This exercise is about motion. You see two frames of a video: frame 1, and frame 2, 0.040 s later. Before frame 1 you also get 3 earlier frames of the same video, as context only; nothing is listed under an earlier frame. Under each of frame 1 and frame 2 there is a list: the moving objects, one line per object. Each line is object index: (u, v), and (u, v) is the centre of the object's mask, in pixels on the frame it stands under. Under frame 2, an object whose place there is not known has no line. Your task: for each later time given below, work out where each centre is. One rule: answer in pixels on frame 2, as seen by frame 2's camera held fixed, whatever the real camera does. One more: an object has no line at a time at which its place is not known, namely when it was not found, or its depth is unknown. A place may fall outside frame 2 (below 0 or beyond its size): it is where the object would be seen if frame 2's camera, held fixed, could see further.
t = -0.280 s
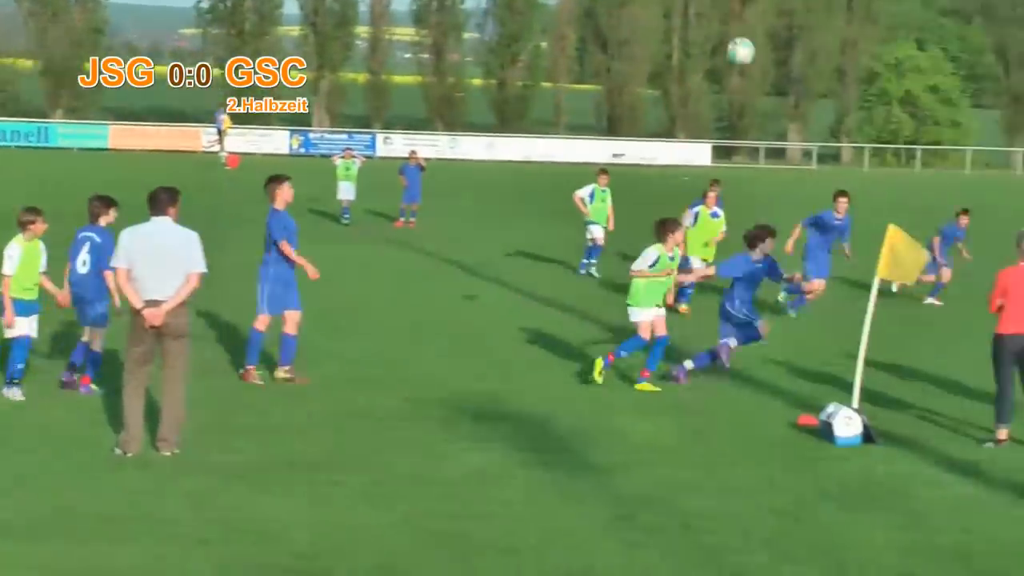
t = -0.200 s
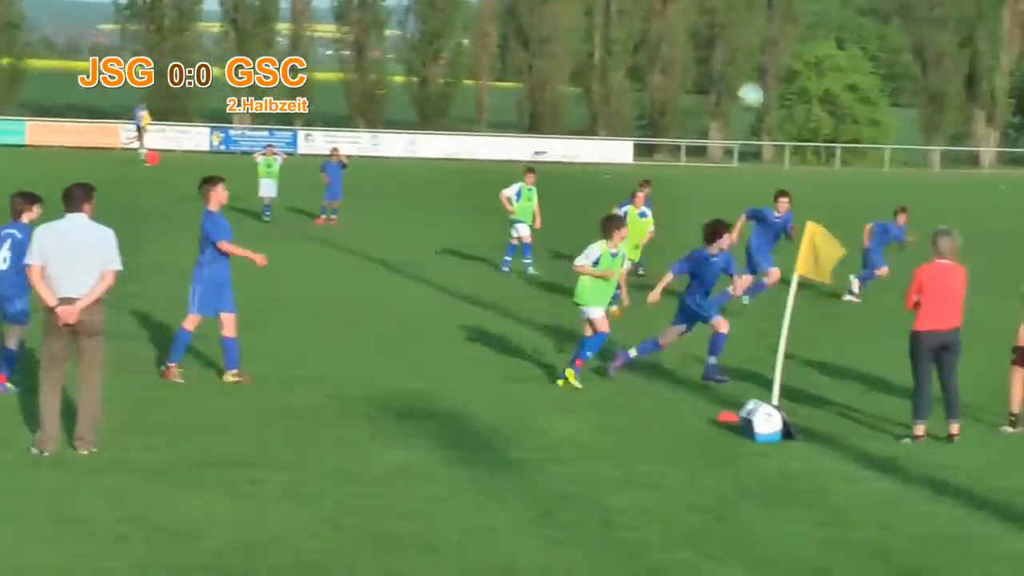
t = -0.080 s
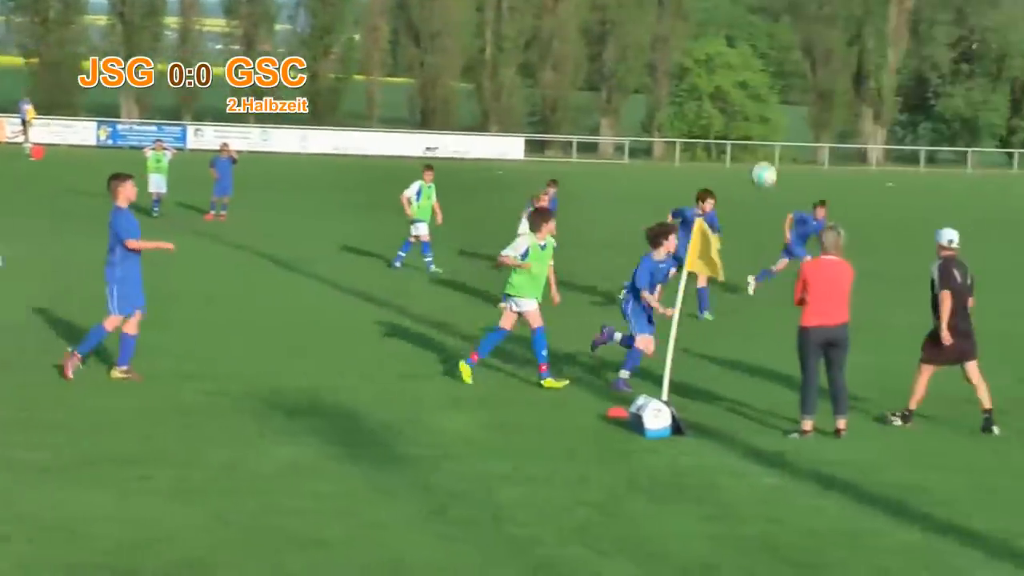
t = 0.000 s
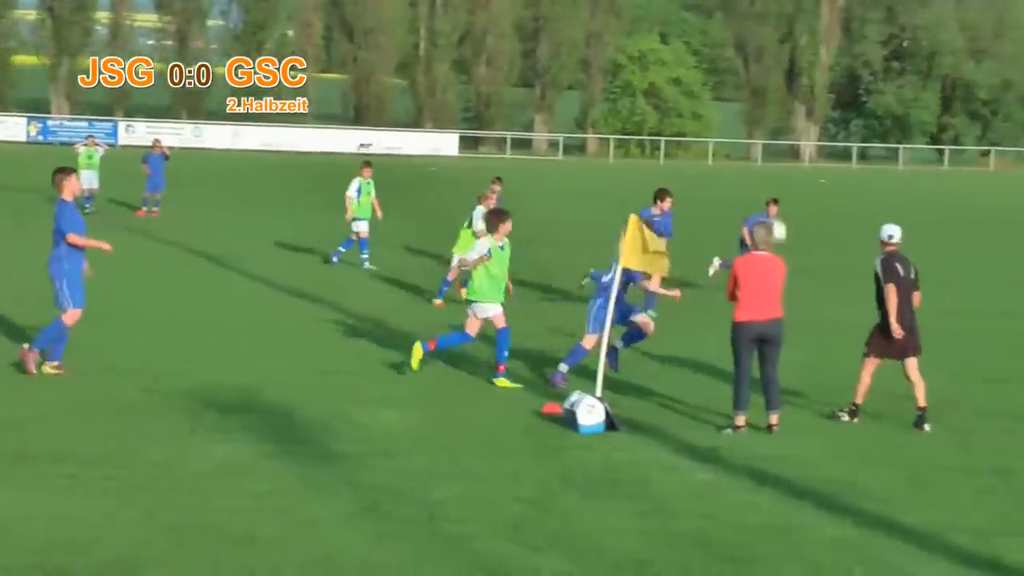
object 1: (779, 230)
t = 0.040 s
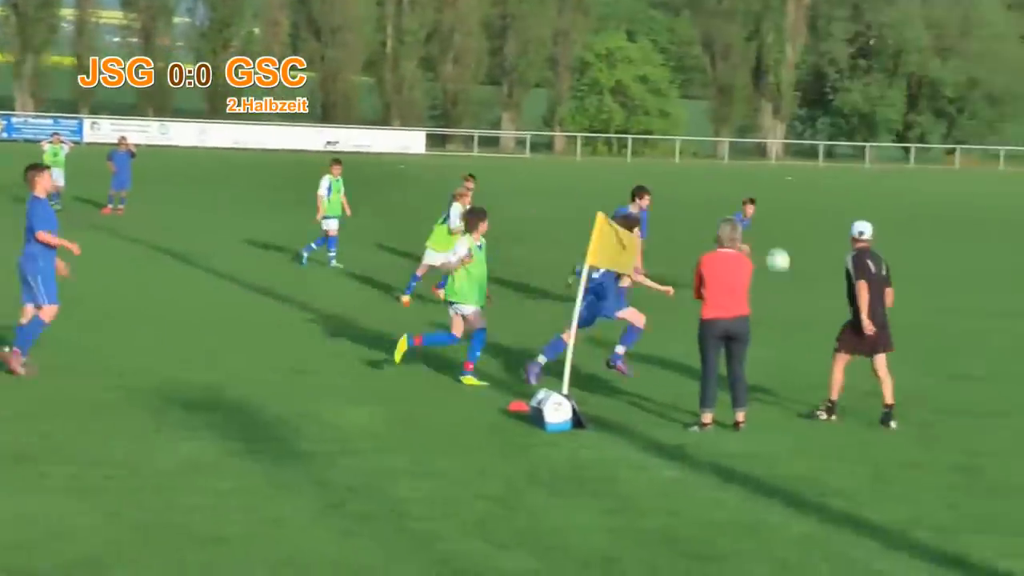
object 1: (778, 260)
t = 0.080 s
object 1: (813, 294)
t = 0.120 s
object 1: (845, 326)
